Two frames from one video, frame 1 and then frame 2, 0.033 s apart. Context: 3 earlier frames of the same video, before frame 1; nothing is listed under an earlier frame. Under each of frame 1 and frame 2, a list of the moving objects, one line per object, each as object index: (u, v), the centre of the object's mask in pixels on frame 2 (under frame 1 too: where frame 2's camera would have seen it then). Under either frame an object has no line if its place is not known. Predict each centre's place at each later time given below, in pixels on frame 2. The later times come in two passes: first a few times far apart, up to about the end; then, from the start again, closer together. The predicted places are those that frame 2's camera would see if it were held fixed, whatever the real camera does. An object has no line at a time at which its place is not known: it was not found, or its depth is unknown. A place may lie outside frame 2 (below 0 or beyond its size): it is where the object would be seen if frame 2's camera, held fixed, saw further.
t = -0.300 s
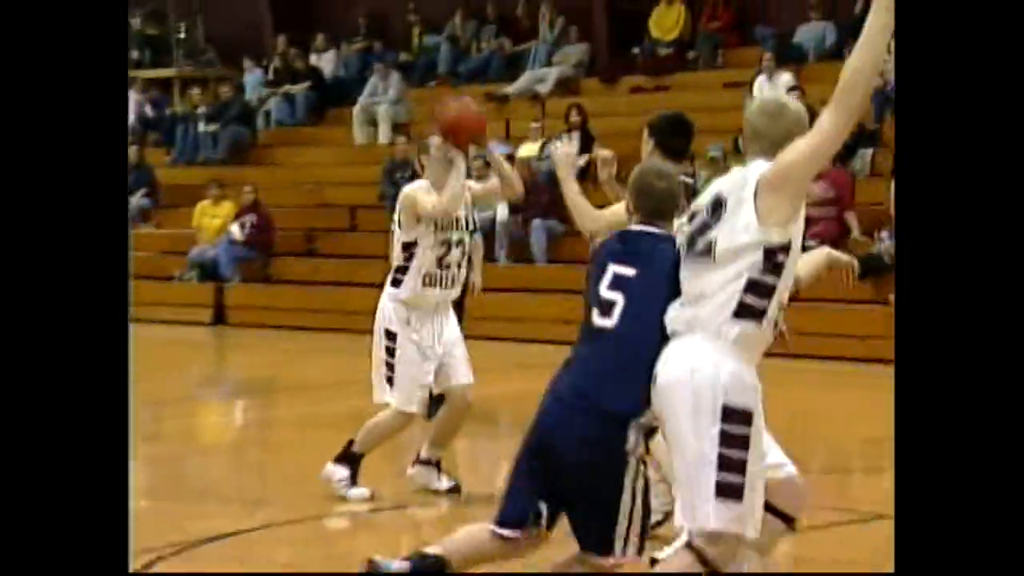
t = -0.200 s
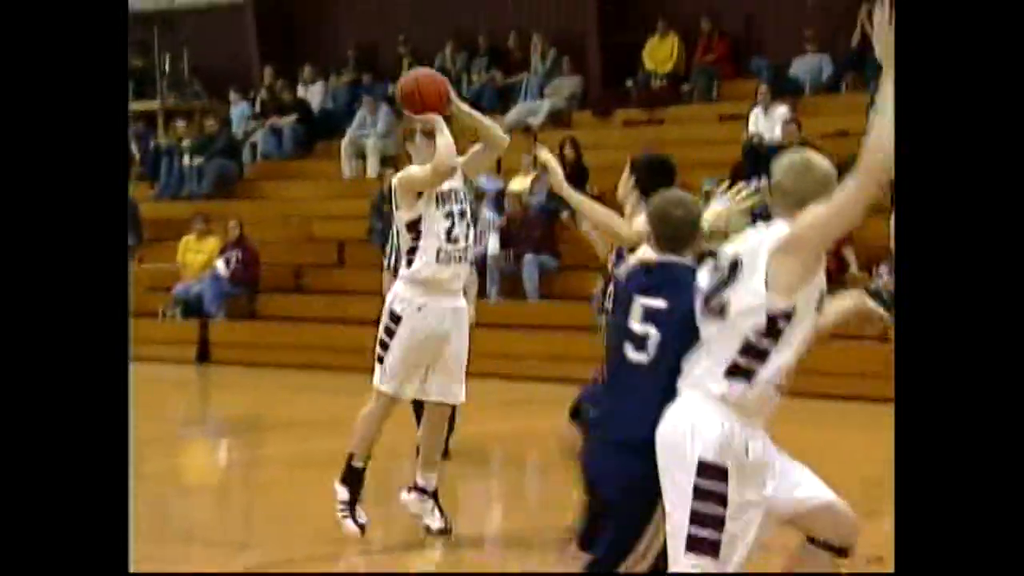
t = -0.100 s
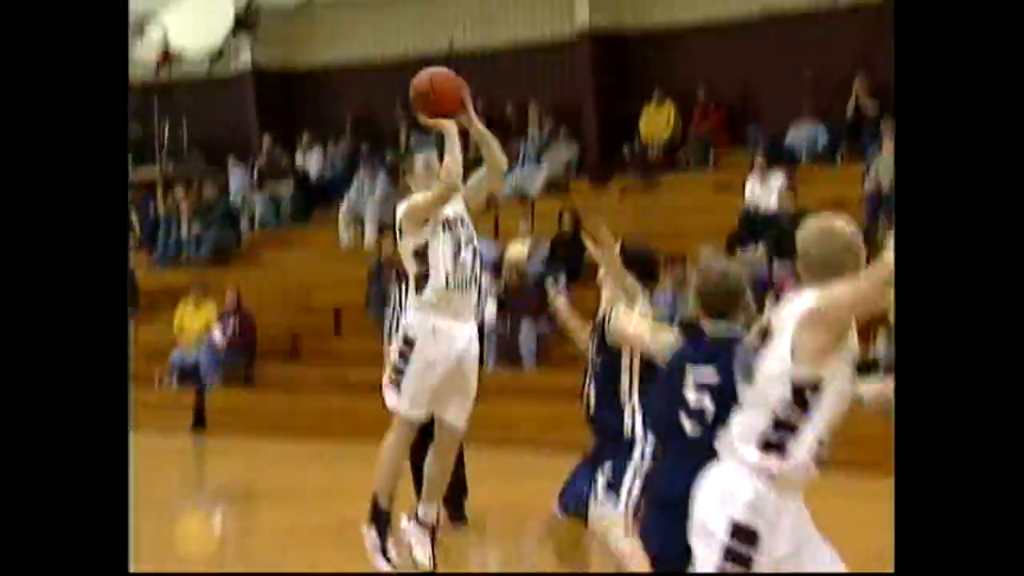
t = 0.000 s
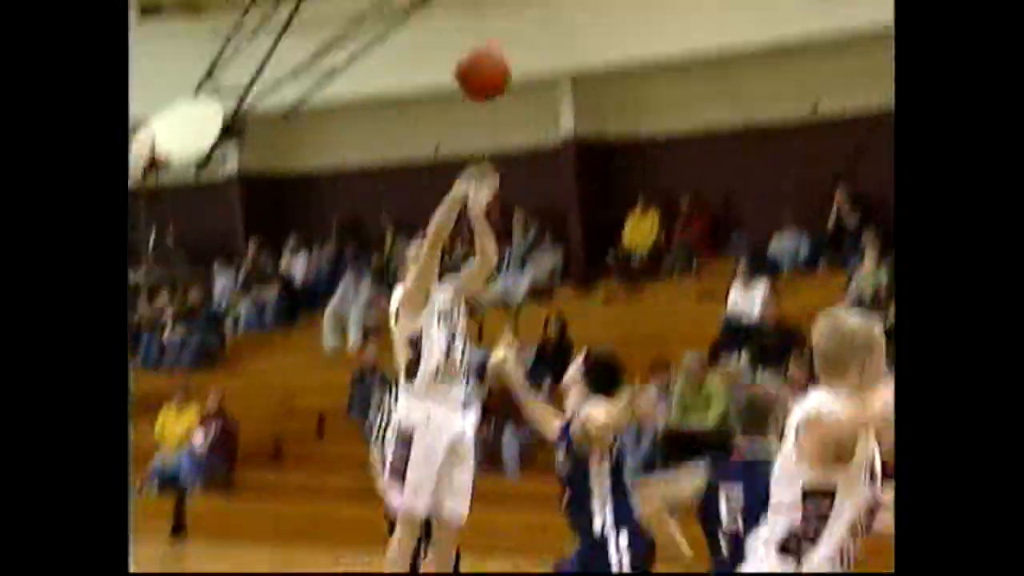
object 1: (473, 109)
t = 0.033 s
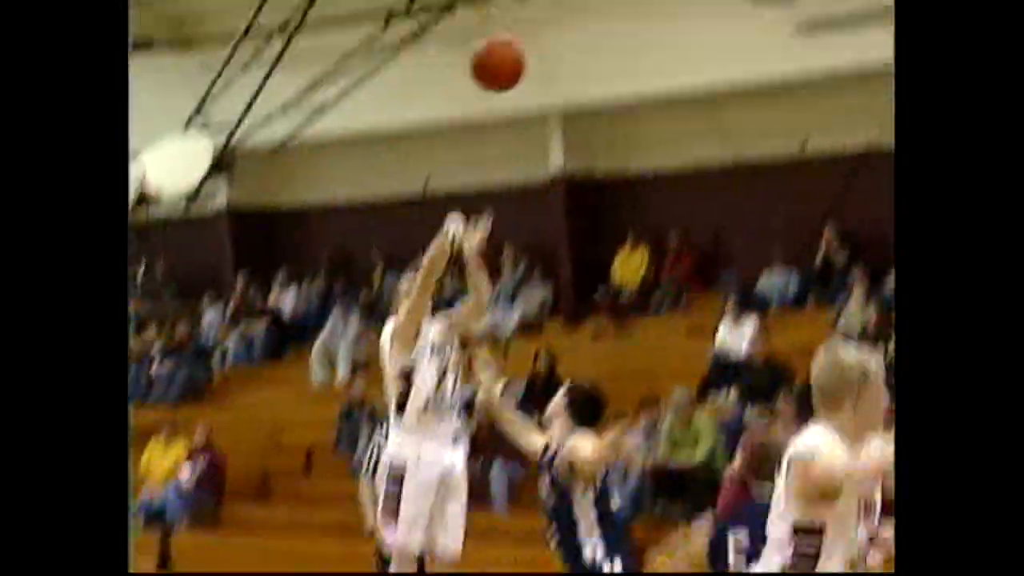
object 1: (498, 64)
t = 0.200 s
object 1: (636, -144)
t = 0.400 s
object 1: (838, -341)
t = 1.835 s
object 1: (904, -274)
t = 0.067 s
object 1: (524, 20)
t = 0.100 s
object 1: (550, -23)
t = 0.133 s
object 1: (578, -64)
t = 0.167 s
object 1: (605, -104)
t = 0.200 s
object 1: (636, -144)
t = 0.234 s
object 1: (666, -180)
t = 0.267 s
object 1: (698, -216)
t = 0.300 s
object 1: (731, -250)
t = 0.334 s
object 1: (765, -284)
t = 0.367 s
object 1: (799, -312)
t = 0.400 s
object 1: (838, -341)
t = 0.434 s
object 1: (870, -365)
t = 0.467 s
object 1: (906, -392)
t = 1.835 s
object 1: (904, -274)
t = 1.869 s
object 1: (875, -234)
